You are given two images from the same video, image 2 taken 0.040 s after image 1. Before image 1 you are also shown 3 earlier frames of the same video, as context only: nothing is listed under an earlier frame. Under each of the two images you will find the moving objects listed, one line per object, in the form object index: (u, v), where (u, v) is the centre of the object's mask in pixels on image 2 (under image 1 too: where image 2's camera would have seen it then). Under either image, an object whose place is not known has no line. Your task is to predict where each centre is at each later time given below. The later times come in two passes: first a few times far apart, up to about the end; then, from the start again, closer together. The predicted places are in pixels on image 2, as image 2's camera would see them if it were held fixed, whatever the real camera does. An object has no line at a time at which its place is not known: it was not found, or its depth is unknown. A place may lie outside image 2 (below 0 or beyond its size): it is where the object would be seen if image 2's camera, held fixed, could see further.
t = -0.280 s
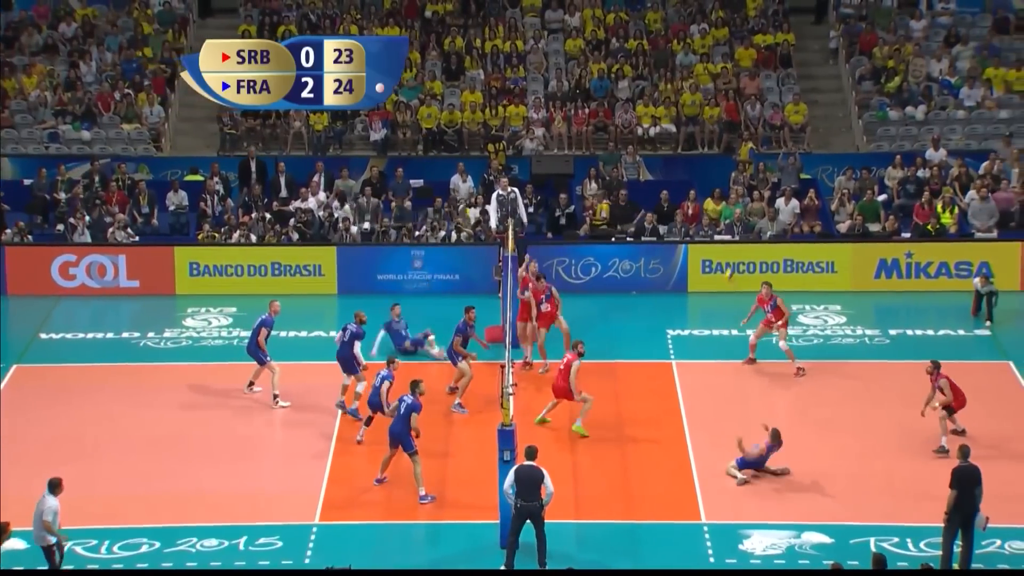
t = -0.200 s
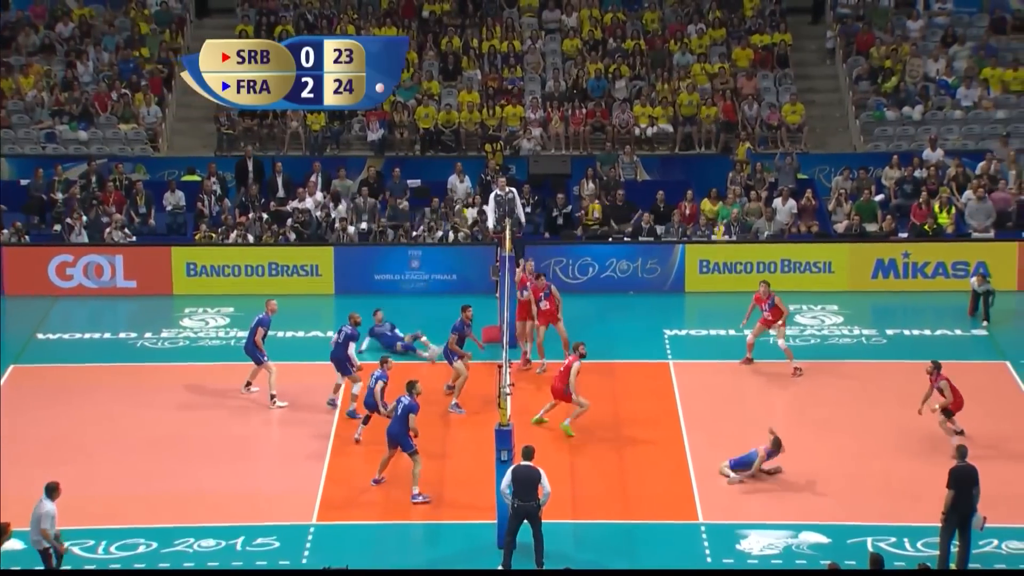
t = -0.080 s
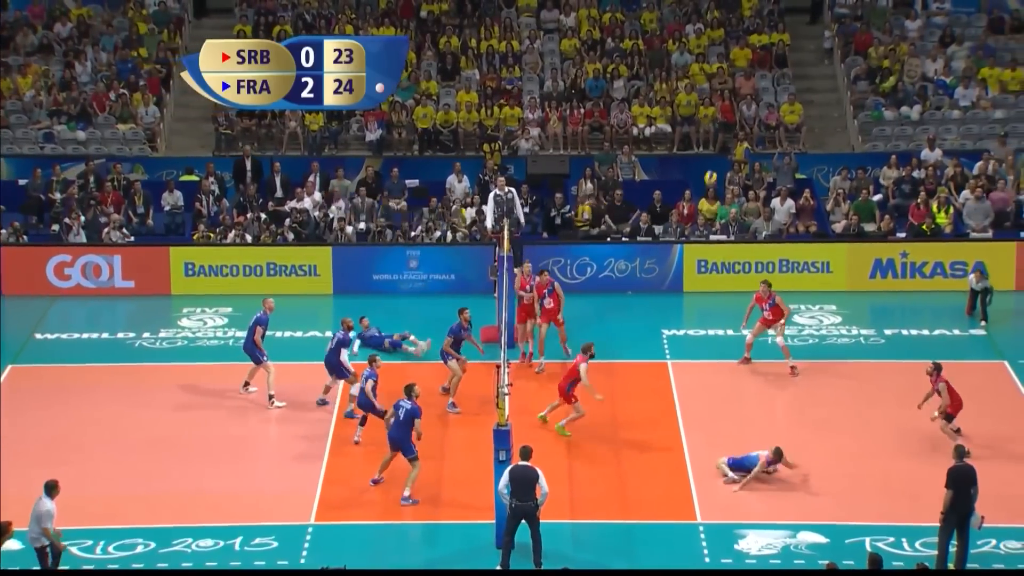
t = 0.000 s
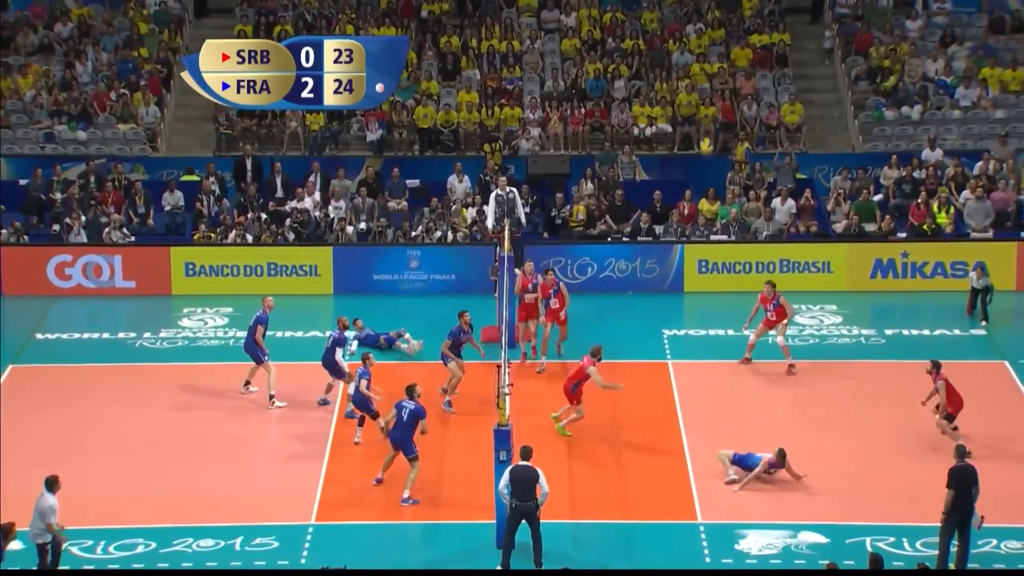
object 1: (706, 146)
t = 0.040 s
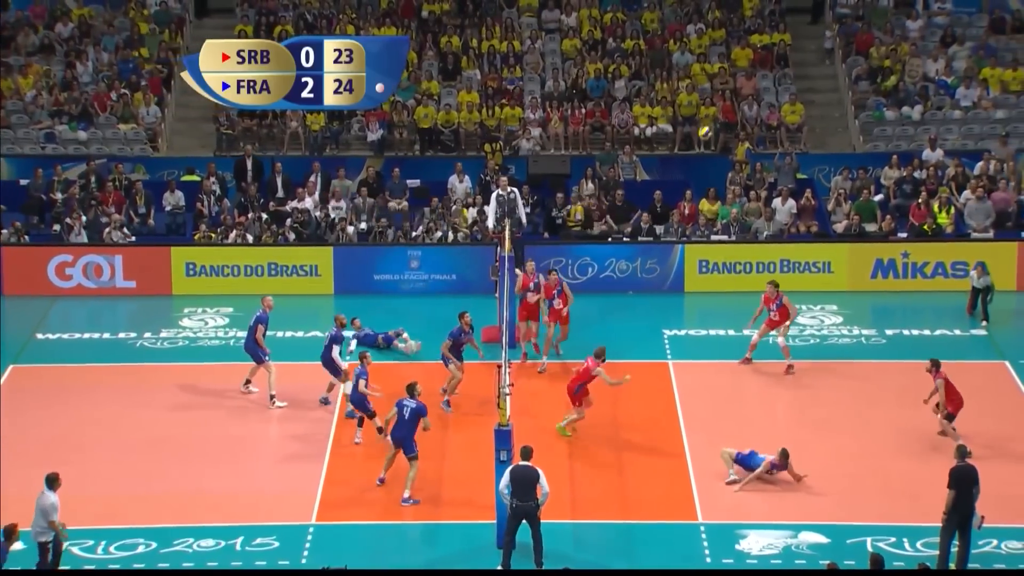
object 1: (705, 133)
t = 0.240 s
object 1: (693, 76)
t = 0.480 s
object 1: (683, 40)
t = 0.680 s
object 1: (672, 35)
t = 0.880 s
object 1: (662, 56)
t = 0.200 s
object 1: (696, 83)
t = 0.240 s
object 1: (693, 76)
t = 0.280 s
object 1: (692, 67)
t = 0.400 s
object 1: (686, 46)
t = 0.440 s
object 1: (684, 44)
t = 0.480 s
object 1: (683, 40)
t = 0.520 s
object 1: (680, 37)
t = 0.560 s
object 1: (678, 36)
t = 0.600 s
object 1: (677, 35)
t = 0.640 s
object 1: (673, 35)
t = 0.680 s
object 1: (672, 35)
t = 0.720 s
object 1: (671, 38)
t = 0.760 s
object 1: (669, 41)
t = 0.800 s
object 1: (667, 45)
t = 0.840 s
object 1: (664, 51)
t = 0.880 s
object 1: (662, 56)
